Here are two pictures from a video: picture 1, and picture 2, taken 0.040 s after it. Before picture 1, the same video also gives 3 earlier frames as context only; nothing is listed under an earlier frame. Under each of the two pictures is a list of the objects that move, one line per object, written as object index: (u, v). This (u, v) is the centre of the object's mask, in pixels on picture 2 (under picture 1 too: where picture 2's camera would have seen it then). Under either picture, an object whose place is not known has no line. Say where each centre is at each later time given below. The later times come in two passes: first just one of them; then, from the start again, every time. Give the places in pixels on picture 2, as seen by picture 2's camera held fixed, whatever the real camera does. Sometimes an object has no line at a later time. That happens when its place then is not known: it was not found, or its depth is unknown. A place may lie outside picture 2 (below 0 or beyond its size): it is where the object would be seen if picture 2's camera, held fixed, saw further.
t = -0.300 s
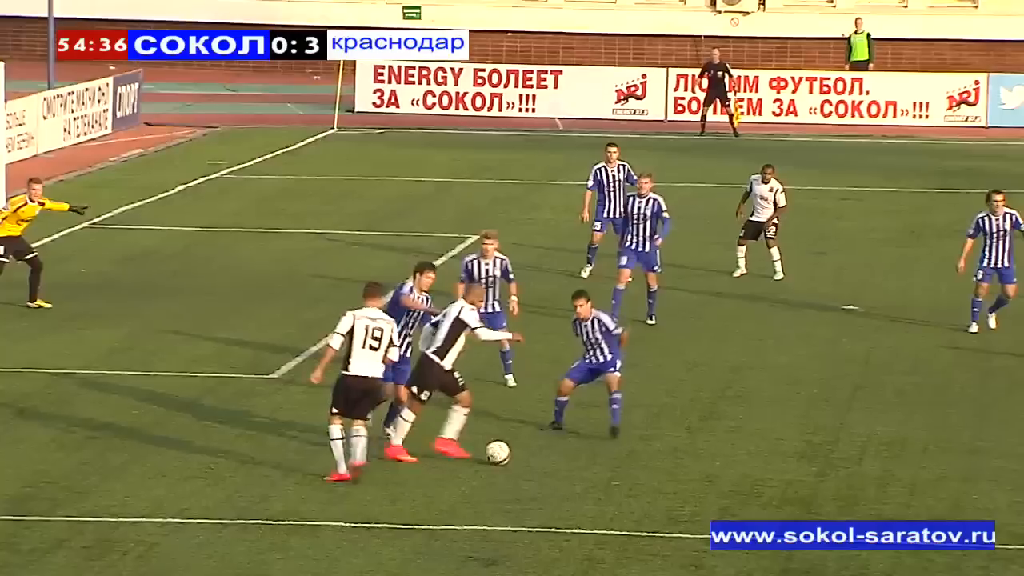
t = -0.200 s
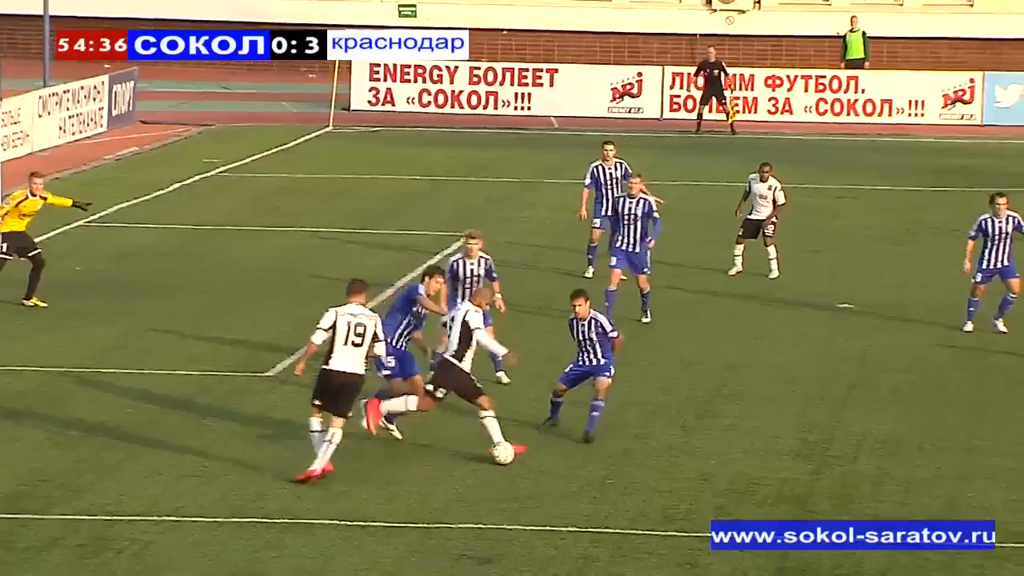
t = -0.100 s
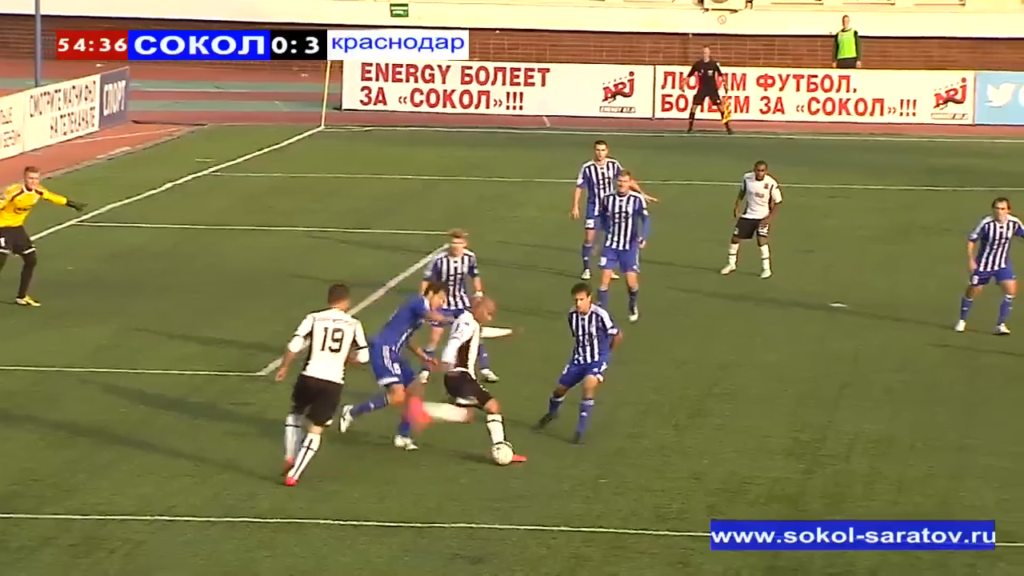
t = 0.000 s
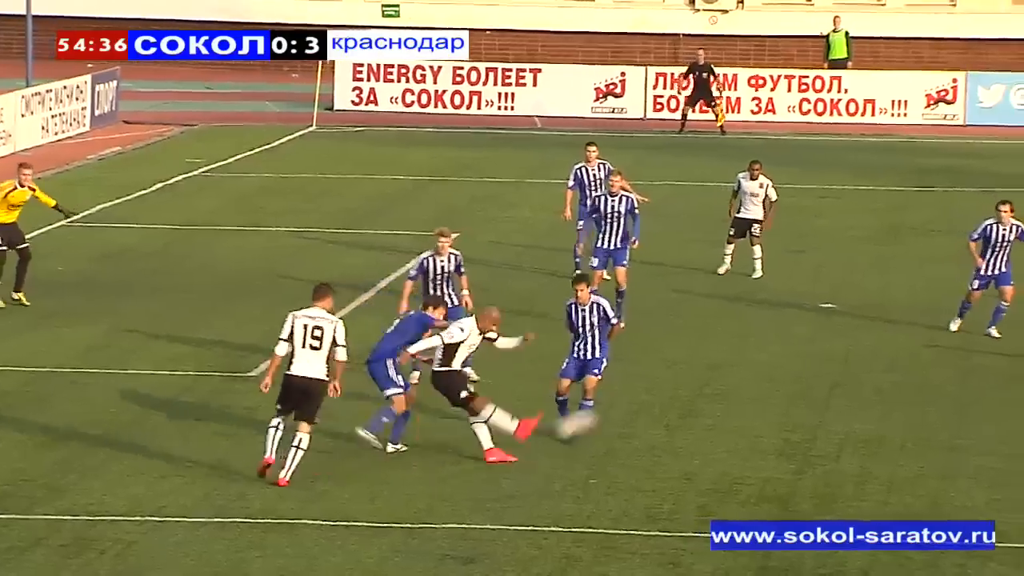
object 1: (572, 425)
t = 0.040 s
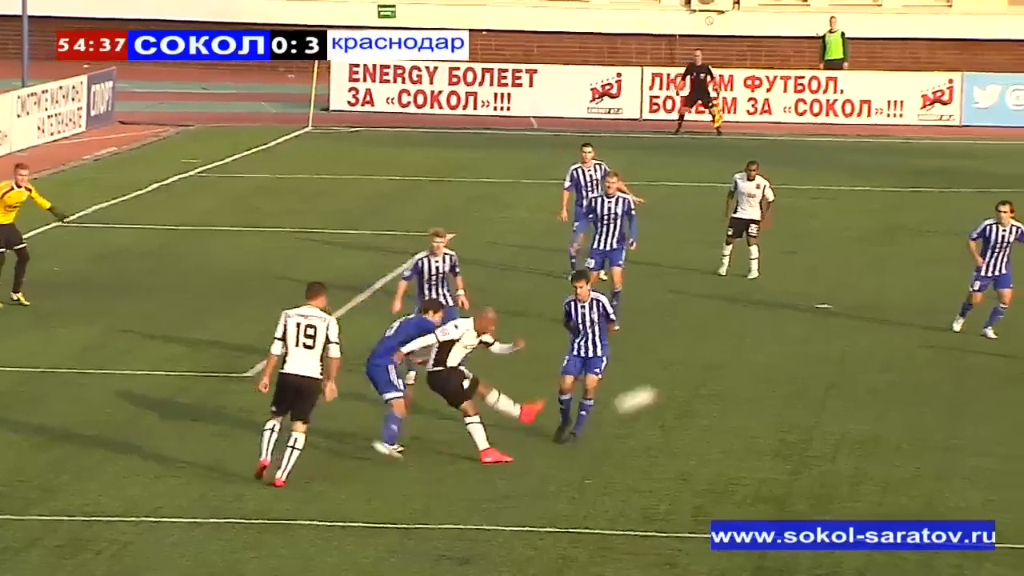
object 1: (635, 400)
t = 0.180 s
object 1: (833, 336)
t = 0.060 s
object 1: (665, 388)
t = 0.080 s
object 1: (697, 377)
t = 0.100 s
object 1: (724, 369)
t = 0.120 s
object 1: (753, 359)
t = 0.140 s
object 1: (780, 351)
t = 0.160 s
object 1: (807, 343)
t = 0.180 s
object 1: (833, 336)
